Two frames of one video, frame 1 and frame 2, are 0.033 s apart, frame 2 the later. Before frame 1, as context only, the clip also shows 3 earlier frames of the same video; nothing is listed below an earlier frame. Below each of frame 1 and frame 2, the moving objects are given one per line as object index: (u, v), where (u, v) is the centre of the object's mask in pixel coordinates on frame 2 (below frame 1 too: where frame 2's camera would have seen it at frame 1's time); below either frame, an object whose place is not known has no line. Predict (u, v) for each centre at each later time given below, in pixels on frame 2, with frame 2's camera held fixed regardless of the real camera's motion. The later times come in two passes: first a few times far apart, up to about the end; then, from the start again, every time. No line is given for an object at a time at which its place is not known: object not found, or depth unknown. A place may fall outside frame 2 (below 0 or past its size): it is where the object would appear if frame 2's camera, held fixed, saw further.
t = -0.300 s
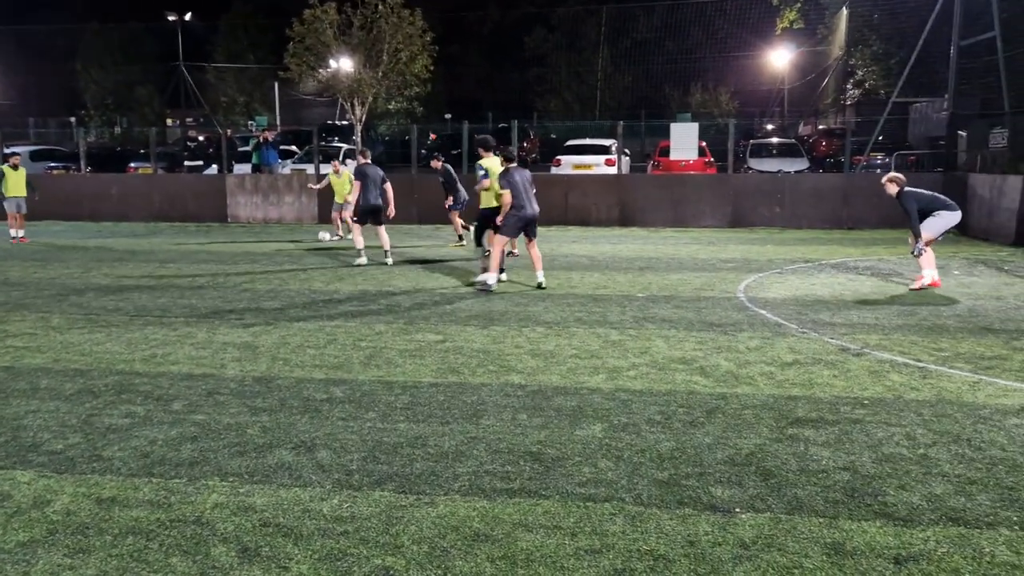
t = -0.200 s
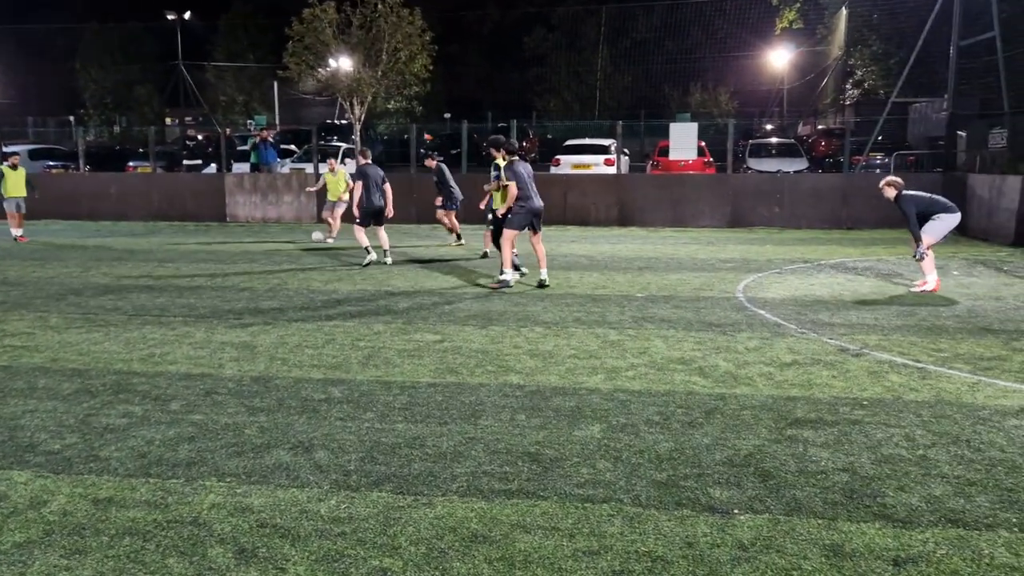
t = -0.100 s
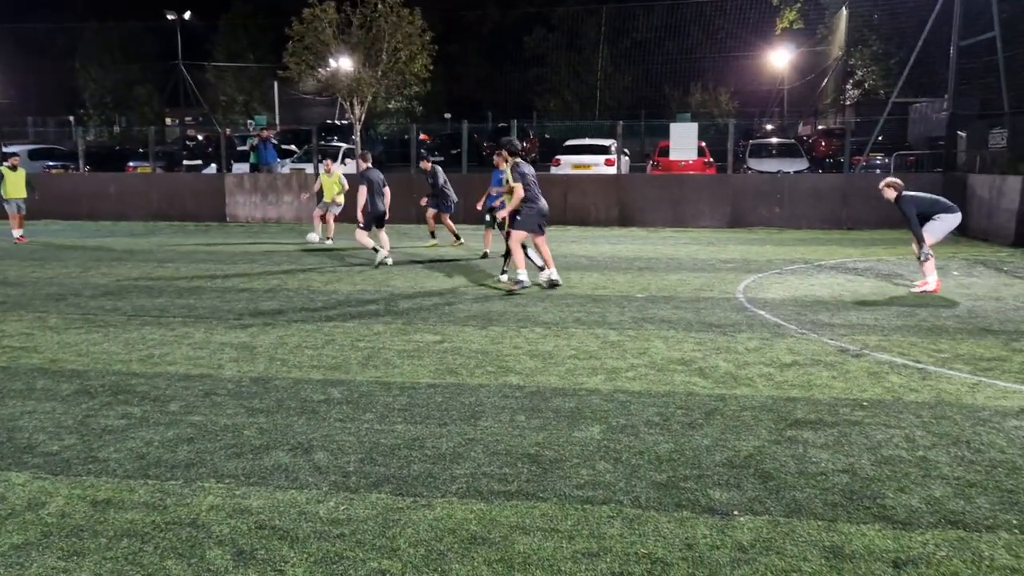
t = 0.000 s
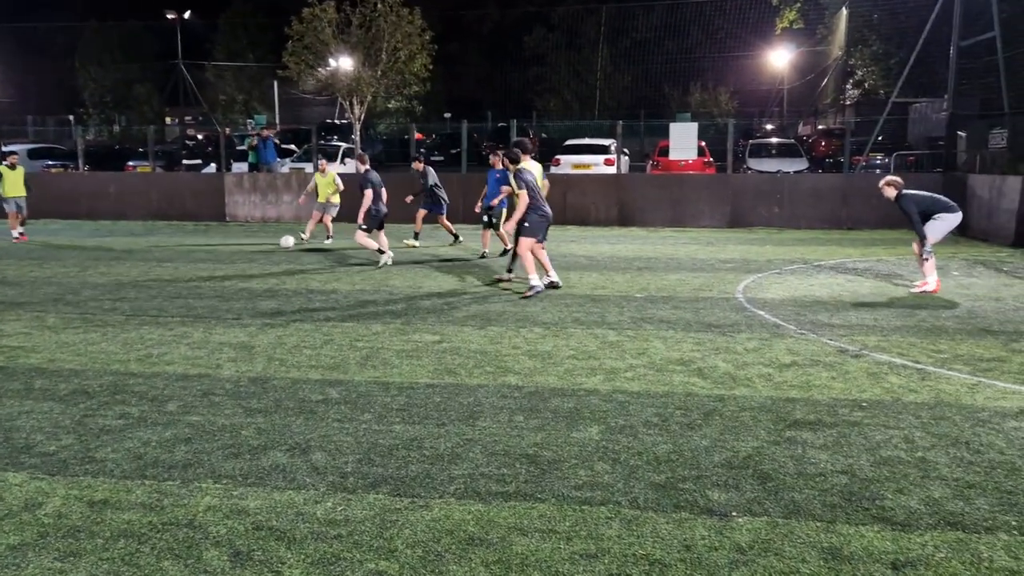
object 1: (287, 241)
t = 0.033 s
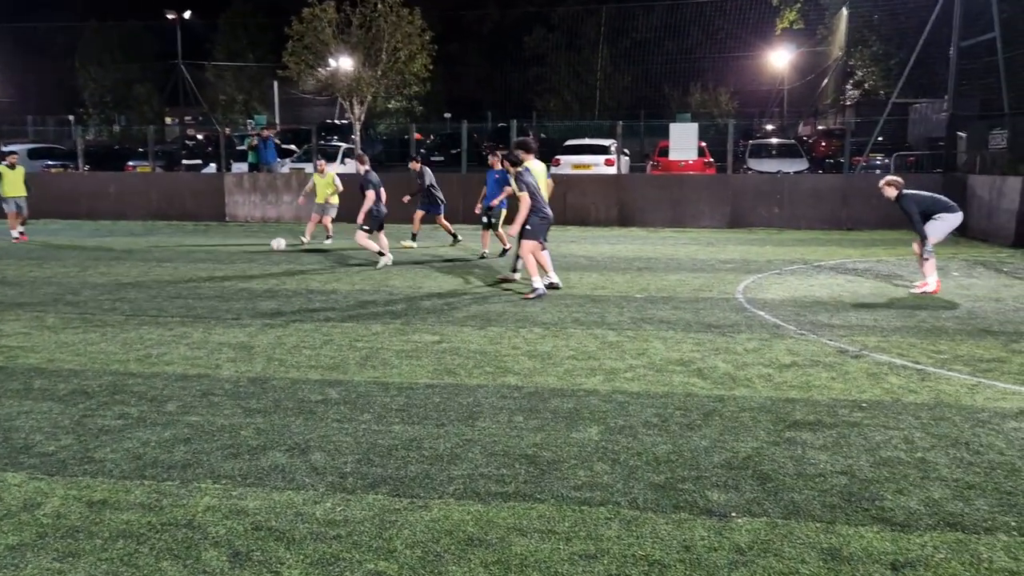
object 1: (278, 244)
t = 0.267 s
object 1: (209, 257)
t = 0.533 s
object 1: (118, 277)
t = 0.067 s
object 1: (269, 245)
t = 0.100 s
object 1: (260, 246)
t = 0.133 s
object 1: (250, 248)
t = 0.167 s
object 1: (240, 251)
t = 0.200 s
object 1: (230, 253)
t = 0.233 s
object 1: (219, 254)
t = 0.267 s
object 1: (209, 257)
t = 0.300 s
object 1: (198, 259)
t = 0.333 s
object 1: (187, 262)
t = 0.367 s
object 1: (176, 264)
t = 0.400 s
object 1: (165, 267)
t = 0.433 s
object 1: (153, 270)
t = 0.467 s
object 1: (142, 272)
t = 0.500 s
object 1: (130, 275)
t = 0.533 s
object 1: (118, 277)
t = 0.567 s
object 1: (107, 279)
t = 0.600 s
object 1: (94, 282)
